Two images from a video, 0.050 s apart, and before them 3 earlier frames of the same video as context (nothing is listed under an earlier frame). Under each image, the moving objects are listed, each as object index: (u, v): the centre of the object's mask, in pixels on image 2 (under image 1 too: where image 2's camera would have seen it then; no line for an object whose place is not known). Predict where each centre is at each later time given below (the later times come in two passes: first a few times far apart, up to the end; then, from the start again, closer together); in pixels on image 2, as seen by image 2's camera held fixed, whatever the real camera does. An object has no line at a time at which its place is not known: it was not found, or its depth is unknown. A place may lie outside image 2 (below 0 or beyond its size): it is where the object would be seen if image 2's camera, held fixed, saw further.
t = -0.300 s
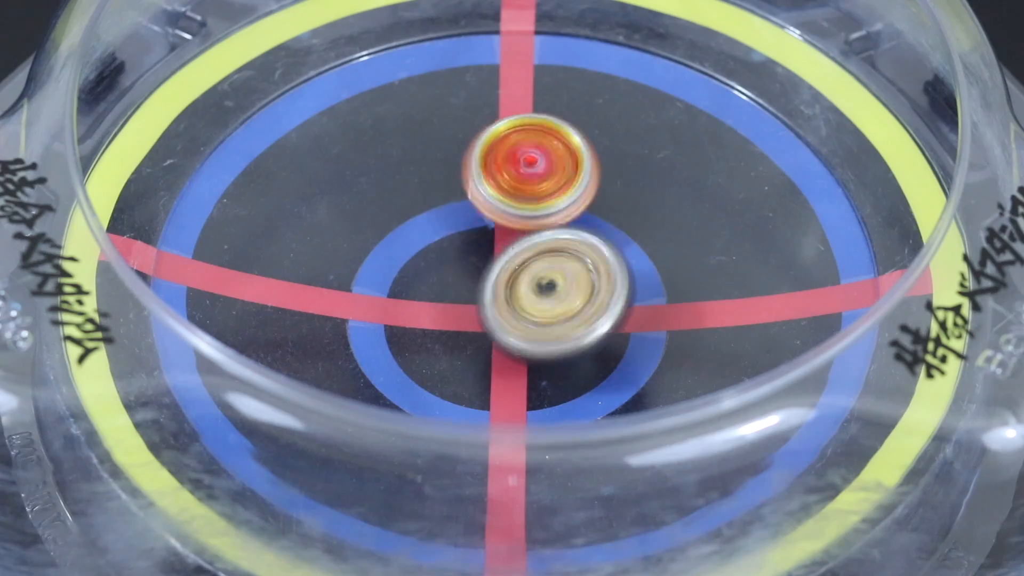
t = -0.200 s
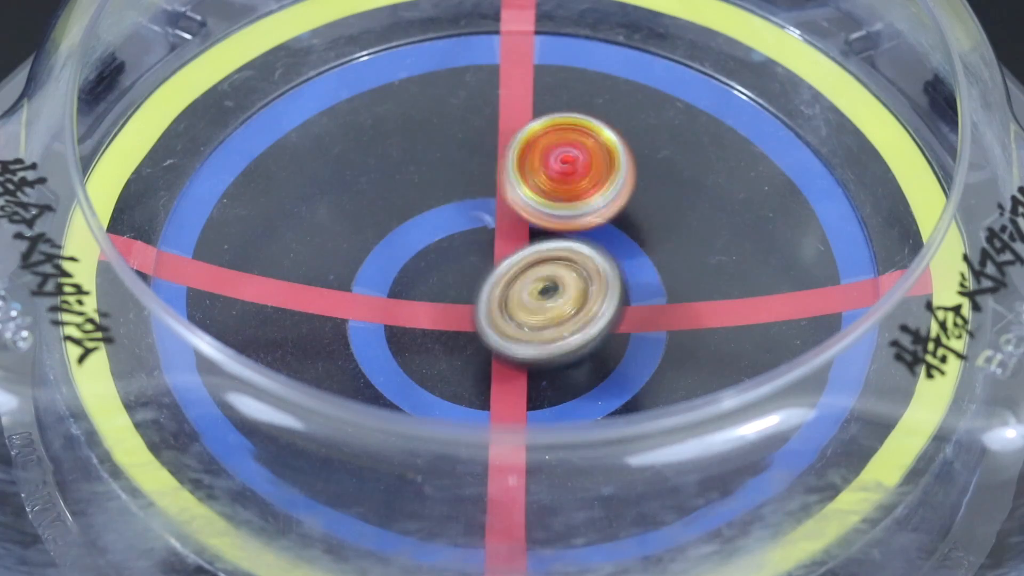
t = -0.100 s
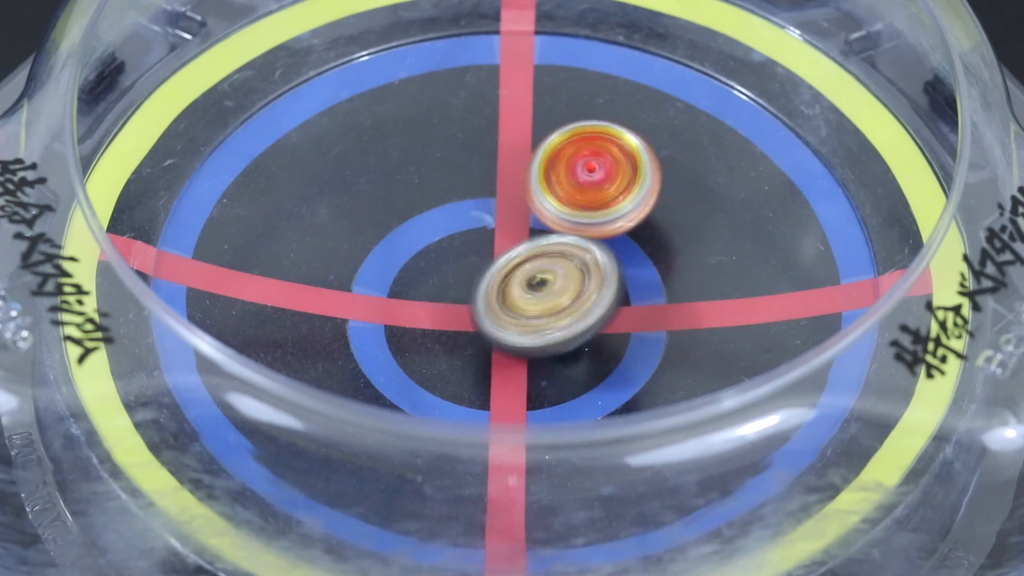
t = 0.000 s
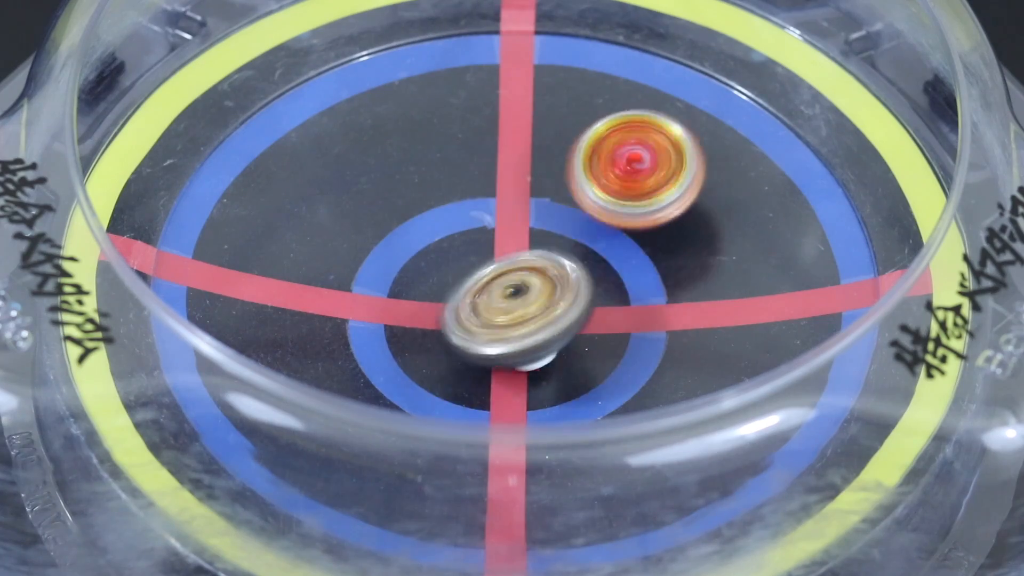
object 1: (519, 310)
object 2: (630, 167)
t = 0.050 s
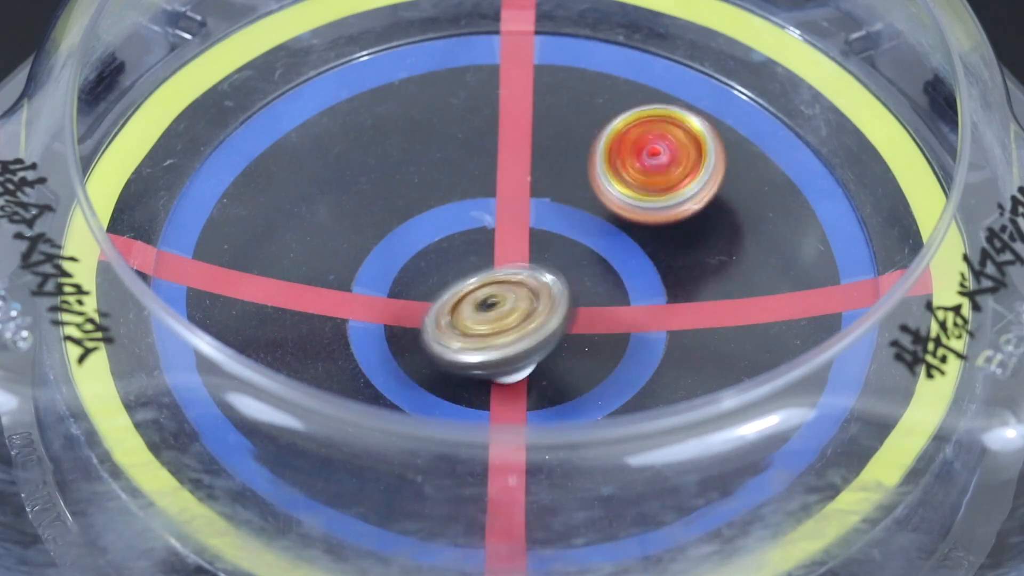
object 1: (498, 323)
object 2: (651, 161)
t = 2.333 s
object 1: (554, 291)
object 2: (456, 190)
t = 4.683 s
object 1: (526, 322)
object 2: (414, 234)
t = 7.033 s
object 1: (557, 257)
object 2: (396, 230)
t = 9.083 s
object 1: (578, 312)
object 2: (400, 309)
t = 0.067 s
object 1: (493, 326)
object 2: (656, 161)
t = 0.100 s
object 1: (482, 332)
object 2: (662, 161)
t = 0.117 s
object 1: (478, 333)
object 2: (664, 161)
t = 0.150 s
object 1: (472, 335)
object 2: (667, 162)
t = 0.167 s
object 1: (469, 335)
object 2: (668, 163)
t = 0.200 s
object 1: (464, 335)
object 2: (669, 166)
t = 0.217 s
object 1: (463, 336)
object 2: (669, 168)
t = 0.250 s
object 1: (459, 335)
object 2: (668, 173)
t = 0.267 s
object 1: (457, 334)
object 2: (668, 176)
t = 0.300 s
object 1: (454, 333)
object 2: (666, 182)
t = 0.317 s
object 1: (453, 333)
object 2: (666, 187)
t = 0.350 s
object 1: (450, 331)
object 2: (664, 193)
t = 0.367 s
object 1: (448, 330)
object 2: (662, 197)
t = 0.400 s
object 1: (447, 330)
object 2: (660, 204)
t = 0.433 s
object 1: (446, 328)
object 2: (655, 211)
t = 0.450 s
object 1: (446, 327)
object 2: (654, 217)
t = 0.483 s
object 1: (446, 326)
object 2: (649, 227)
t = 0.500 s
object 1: (447, 325)
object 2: (647, 231)
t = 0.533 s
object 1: (448, 323)
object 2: (641, 242)
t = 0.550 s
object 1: (449, 322)
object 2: (638, 247)
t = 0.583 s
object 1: (451, 320)
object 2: (632, 257)
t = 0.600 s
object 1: (452, 318)
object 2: (629, 263)
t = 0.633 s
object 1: (454, 315)
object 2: (619, 270)
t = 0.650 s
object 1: (455, 314)
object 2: (616, 276)
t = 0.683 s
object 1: (456, 311)
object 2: (608, 285)
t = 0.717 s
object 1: (456, 307)
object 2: (601, 296)
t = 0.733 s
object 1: (453, 305)
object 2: (603, 303)
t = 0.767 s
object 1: (447, 301)
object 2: (599, 310)
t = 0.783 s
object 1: (445, 298)
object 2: (602, 317)
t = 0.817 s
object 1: (444, 293)
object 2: (597, 325)
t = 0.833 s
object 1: (444, 291)
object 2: (592, 326)
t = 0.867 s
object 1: (445, 287)
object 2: (585, 333)
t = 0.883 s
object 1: (445, 284)
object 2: (583, 337)
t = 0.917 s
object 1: (446, 279)
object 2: (577, 344)
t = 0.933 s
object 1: (447, 277)
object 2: (573, 345)
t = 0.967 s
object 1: (449, 273)
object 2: (566, 351)
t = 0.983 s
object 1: (450, 271)
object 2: (563, 353)
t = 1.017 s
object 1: (454, 267)
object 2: (555, 356)
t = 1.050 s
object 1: (457, 262)
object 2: (547, 361)
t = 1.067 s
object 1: (459, 260)
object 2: (543, 362)
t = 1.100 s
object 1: (463, 257)
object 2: (536, 365)
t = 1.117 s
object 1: (466, 255)
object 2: (531, 365)
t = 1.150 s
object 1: (471, 251)
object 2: (524, 366)
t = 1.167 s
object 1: (473, 249)
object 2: (520, 366)
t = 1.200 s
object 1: (479, 245)
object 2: (513, 366)
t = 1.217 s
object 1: (483, 243)
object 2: (510, 366)
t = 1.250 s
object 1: (489, 240)
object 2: (506, 369)
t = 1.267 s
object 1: (492, 238)
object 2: (499, 365)
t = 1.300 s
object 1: (498, 235)
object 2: (495, 367)
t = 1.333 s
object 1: (504, 232)
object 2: (489, 364)
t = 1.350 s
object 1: (509, 231)
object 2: (481, 360)
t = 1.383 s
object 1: (516, 229)
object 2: (475, 356)
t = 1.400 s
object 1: (519, 228)
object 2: (475, 357)
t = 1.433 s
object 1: (525, 226)
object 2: (469, 353)
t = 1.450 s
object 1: (529, 226)
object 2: (466, 350)
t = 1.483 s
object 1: (536, 225)
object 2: (459, 344)
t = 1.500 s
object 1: (538, 225)
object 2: (455, 339)
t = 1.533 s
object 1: (543, 224)
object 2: (452, 335)
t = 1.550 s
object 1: (547, 225)
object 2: (449, 332)
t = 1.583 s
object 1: (551, 225)
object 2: (445, 326)
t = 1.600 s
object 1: (553, 225)
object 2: (442, 321)
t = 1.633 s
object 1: (556, 226)
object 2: (438, 315)
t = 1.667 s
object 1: (560, 227)
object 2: (434, 308)
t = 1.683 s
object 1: (563, 228)
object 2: (432, 304)
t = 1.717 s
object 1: (566, 230)
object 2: (428, 296)
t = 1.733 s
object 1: (566, 231)
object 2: (427, 292)
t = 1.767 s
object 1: (569, 233)
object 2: (423, 284)
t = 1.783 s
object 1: (570, 234)
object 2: (421, 280)
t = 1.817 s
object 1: (572, 238)
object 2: (418, 271)
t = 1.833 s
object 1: (572, 240)
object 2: (417, 267)
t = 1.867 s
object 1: (573, 242)
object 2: (415, 259)
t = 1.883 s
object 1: (573, 243)
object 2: (415, 255)
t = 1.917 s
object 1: (574, 247)
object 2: (415, 247)
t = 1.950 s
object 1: (574, 249)
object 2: (415, 240)
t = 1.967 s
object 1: (574, 251)
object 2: (415, 236)
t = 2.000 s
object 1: (574, 254)
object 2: (416, 230)
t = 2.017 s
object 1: (574, 255)
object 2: (418, 227)
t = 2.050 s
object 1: (574, 259)
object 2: (419, 221)
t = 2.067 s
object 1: (574, 261)
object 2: (421, 219)
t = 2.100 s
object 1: (574, 264)
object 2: (423, 213)
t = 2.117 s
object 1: (572, 266)
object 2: (425, 211)
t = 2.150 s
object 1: (571, 270)
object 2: (428, 207)
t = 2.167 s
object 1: (571, 272)
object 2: (430, 205)
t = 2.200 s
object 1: (568, 275)
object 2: (434, 201)
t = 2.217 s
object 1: (567, 277)
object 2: (436, 199)
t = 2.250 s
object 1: (565, 281)
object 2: (441, 196)
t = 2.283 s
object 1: (561, 285)
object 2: (446, 193)
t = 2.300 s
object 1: (559, 287)
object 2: (450, 192)
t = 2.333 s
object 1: (554, 291)
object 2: (456, 190)
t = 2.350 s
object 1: (552, 293)
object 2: (461, 188)
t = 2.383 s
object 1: (546, 296)
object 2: (468, 187)
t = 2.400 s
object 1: (543, 298)
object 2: (472, 186)
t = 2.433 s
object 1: (538, 301)
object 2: (479, 185)
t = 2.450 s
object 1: (535, 302)
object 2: (483, 186)
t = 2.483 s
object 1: (528, 305)
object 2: (491, 185)
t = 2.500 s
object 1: (525, 307)
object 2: (496, 186)
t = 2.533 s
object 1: (519, 309)
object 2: (504, 186)
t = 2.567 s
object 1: (512, 311)
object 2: (513, 188)
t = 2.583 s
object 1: (509, 311)
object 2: (517, 188)
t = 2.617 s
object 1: (503, 312)
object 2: (526, 191)
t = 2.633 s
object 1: (499, 312)
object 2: (530, 191)
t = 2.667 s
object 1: (493, 312)
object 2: (533, 192)
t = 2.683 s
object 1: (491, 313)
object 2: (538, 193)
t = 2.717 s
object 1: (486, 312)
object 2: (546, 196)
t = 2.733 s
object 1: (484, 311)
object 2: (551, 198)
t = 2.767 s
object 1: (480, 311)
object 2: (559, 202)
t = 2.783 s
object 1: (477, 310)
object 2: (564, 203)
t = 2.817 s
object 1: (474, 309)
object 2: (571, 207)
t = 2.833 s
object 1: (472, 308)
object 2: (576, 209)
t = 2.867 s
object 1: (470, 306)
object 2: (582, 213)
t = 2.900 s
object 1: (467, 304)
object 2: (590, 217)
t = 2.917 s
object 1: (467, 303)
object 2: (592, 220)
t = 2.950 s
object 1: (465, 301)
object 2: (598, 225)
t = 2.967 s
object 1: (464, 299)
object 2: (603, 229)
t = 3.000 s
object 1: (463, 296)
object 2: (607, 232)
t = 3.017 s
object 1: (462, 296)
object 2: (609, 234)
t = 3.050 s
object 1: (462, 293)
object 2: (617, 242)
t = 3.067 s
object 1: (462, 292)
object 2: (616, 242)
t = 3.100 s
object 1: (461, 288)
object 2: (623, 250)
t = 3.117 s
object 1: (462, 286)
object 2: (624, 252)
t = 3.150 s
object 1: (462, 284)
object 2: (627, 259)
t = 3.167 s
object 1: (462, 282)
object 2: (625, 259)
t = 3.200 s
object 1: (463, 277)
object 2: (626, 265)
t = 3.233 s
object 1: (464, 273)
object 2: (626, 270)
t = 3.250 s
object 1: (464, 271)
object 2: (626, 274)
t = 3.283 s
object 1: (466, 266)
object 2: (625, 279)
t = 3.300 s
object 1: (466, 263)
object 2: (624, 282)
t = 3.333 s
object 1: (469, 258)
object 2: (624, 290)
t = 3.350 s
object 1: (471, 256)
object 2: (620, 290)
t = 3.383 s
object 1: (474, 251)
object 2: (619, 298)
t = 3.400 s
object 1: (476, 248)
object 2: (615, 298)
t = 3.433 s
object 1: (481, 243)
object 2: (613, 306)
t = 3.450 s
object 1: (482, 241)
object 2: (610, 308)
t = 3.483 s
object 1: (487, 237)
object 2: (605, 313)
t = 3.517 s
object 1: (493, 232)
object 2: (596, 315)
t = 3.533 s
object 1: (494, 230)
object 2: (592, 317)
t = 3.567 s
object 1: (500, 227)
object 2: (586, 321)
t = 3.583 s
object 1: (503, 225)
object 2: (582, 323)
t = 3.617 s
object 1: (508, 222)
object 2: (575, 328)
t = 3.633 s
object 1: (511, 221)
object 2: (571, 329)
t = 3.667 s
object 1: (516, 220)
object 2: (563, 332)
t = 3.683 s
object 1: (518, 219)
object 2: (558, 333)
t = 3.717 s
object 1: (523, 218)
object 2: (550, 337)
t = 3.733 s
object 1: (524, 217)
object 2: (545, 338)
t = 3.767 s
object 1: (528, 218)
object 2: (536, 340)
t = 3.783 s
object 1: (531, 217)
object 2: (532, 340)
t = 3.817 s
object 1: (534, 218)
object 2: (524, 341)
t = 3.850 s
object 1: (536, 219)
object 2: (515, 341)
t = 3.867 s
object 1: (538, 219)
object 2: (511, 342)
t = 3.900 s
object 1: (540, 220)
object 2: (503, 341)
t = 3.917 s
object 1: (542, 221)
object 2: (499, 340)
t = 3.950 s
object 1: (544, 222)
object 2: (491, 339)
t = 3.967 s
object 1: (545, 224)
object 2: (490, 342)
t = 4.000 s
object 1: (547, 225)
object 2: (480, 337)
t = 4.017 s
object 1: (547, 226)
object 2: (479, 339)
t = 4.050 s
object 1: (550, 228)
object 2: (472, 336)
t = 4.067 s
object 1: (550, 229)
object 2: (467, 332)
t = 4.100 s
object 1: (553, 232)
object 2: (462, 330)
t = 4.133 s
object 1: (555, 235)
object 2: (455, 326)
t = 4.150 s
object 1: (555, 236)
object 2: (452, 324)
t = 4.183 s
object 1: (558, 240)
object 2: (446, 319)
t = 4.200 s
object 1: (558, 242)
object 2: (443, 316)
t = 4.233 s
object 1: (560, 247)
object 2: (438, 311)
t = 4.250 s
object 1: (561, 250)
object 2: (435, 308)
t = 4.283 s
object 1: (563, 255)
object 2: (429, 303)
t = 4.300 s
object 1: (564, 258)
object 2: (425, 300)
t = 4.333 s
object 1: (567, 264)
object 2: (419, 294)
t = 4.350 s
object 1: (567, 267)
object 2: (417, 291)
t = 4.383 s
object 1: (566, 274)
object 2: (413, 285)
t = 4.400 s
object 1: (566, 277)
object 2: (411, 283)
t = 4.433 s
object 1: (563, 283)
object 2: (408, 276)
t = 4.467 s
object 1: (561, 289)
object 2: (407, 271)
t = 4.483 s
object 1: (559, 292)
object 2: (406, 267)
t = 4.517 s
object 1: (554, 299)
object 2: (405, 262)
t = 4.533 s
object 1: (552, 302)
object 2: (405, 259)
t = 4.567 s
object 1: (546, 307)
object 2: (406, 254)
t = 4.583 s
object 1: (543, 310)
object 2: (406, 250)
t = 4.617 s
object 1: (537, 315)
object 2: (408, 244)
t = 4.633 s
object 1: (534, 317)
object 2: (409, 242)
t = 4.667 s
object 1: (529, 320)
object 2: (412, 236)
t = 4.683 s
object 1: (526, 322)
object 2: (414, 234)
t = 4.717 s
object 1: (520, 325)
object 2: (418, 229)
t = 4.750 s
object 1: (515, 326)
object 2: (422, 224)
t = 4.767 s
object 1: (512, 327)
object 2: (424, 221)
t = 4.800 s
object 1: (507, 327)
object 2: (429, 217)
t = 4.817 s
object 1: (506, 326)
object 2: (431, 214)
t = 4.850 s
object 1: (501, 325)
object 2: (437, 210)
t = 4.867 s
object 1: (498, 325)
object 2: (440, 208)
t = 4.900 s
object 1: (494, 324)
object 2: (446, 205)
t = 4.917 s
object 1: (492, 323)
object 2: (449, 203)
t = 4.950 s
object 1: (489, 322)
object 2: (456, 201)
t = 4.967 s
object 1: (488, 319)
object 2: (460, 200)
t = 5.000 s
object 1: (485, 317)
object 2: (467, 198)
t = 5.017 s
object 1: (485, 315)
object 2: (472, 198)
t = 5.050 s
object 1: (484, 312)
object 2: (479, 197)
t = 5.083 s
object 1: (479, 312)
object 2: (489, 193)
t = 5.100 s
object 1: (476, 313)
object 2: (495, 189)
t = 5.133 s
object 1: (469, 313)
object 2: (506, 182)
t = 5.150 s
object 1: (468, 313)
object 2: (511, 181)
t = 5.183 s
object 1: (464, 310)
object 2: (521, 177)
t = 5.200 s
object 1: (464, 308)
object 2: (525, 177)
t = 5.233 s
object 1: (462, 304)
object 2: (533, 176)
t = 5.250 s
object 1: (462, 302)
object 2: (533, 174)
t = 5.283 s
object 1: (461, 297)
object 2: (543, 175)
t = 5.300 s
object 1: (461, 294)
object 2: (547, 176)
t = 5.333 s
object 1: (460, 288)
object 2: (550, 175)
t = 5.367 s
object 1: (461, 281)
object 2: (555, 177)
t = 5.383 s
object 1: (461, 278)
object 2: (560, 178)
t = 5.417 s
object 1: (462, 270)
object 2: (566, 181)
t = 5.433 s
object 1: (464, 265)
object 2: (570, 183)
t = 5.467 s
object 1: (465, 258)
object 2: (578, 186)
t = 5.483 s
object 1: (462, 252)
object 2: (584, 186)
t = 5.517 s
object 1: (461, 244)
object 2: (593, 190)
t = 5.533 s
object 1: (460, 239)
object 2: (596, 191)
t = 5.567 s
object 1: (462, 231)
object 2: (603, 196)
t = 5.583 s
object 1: (464, 227)
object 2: (604, 199)
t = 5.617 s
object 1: (467, 222)
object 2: (613, 205)
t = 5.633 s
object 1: (470, 220)
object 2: (612, 207)
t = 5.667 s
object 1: (476, 215)
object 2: (618, 213)
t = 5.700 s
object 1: (481, 214)
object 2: (620, 217)
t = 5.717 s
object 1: (483, 212)
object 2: (626, 222)
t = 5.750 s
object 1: (486, 210)
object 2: (631, 226)
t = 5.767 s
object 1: (489, 209)
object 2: (637, 232)
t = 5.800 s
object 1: (494, 209)
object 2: (638, 237)
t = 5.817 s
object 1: (497, 209)
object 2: (640, 241)
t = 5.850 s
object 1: (504, 211)
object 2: (642, 249)
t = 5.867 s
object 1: (506, 211)
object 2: (642, 253)
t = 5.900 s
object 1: (513, 213)
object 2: (642, 261)
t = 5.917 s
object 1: (511, 211)
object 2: (644, 267)
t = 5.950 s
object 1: (511, 205)
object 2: (655, 284)
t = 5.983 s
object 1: (513, 201)
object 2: (661, 298)
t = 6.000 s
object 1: (516, 200)
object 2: (661, 304)
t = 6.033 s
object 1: (520, 203)
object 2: (662, 313)
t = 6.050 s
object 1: (521, 204)
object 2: (662, 317)
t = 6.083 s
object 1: (525, 209)
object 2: (660, 324)
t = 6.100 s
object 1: (527, 211)
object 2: (659, 327)
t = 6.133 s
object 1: (533, 217)
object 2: (656, 332)
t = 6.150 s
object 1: (535, 221)
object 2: (655, 335)
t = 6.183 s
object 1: (542, 228)
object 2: (650, 340)
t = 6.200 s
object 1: (544, 234)
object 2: (647, 342)
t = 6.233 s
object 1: (550, 242)
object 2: (642, 348)
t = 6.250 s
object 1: (554, 248)
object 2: (637, 350)
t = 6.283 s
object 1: (559, 259)
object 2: (629, 354)
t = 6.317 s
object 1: (567, 268)
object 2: (621, 358)
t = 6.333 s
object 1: (566, 266)
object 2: (621, 366)
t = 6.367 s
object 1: (563, 263)
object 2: (606, 371)
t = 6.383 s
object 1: (565, 261)
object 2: (598, 374)
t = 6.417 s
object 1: (561, 258)
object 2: (586, 376)
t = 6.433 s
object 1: (560, 257)
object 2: (580, 376)
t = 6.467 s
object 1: (562, 255)
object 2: (568, 379)
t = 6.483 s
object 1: (564, 256)
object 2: (558, 378)
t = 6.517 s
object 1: (567, 255)
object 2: (543, 377)
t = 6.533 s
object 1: (566, 255)
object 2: (536, 375)
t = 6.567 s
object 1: (565, 254)
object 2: (521, 371)
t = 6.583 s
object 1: (568, 255)
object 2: (514, 369)
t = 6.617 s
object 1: (568, 255)
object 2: (499, 362)
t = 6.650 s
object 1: (571, 255)
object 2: (484, 354)
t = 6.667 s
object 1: (571, 255)
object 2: (477, 351)
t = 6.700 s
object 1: (570, 255)
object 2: (465, 342)
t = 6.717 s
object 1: (572, 256)
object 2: (459, 337)
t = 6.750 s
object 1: (571, 256)
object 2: (448, 326)
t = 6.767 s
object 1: (569, 256)
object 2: (442, 320)
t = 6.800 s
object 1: (571, 258)
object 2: (432, 309)
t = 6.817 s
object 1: (570, 258)
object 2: (428, 305)
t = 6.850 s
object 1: (570, 258)
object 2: (419, 293)
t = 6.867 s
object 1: (568, 259)
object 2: (415, 287)
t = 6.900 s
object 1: (564, 258)
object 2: (408, 275)
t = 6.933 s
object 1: (564, 260)
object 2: (403, 263)
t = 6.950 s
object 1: (563, 259)
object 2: (401, 257)
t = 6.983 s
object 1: (562, 257)
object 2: (398, 245)
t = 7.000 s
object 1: (561, 259)
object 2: (397, 241)
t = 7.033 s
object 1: (557, 257)
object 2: (396, 230)
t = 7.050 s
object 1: (559, 255)
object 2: (396, 225)
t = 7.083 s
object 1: (556, 255)
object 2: (397, 215)
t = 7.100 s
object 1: (555, 254)
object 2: (398, 210)
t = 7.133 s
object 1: (556, 254)
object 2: (401, 202)
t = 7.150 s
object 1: (556, 253)
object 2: (403, 198)
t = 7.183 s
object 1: (557, 251)
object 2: (407, 191)
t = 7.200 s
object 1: (556, 252)
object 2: (410, 186)
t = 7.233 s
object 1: (555, 250)
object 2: (415, 180)
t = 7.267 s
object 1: (557, 250)
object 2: (422, 174)
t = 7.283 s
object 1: (557, 249)
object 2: (427, 171)
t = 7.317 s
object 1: (558, 248)
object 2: (434, 166)
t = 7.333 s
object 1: (558, 248)
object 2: (439, 164)
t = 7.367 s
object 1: (558, 248)
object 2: (448, 161)
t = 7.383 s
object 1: (560, 248)
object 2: (452, 159)
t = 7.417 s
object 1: (561, 249)
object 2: (463, 156)
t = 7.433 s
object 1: (561, 248)
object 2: (468, 155)
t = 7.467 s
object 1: (564, 249)
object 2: (479, 153)
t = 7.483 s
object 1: (563, 250)
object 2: (485, 153)
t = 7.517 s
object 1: (565, 253)
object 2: (495, 152)
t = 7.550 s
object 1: (562, 255)
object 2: (506, 150)
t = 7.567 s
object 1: (562, 255)
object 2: (511, 149)
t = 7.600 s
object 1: (560, 261)
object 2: (524, 148)
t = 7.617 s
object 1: (557, 262)
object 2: (531, 148)
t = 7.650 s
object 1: (554, 262)
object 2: (543, 148)
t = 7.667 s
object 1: (553, 262)
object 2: (548, 149)
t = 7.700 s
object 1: (549, 260)
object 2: (559, 151)
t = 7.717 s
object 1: (547, 263)
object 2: (561, 150)
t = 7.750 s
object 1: (541, 267)
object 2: (574, 154)
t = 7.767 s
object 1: (540, 268)
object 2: (580, 156)
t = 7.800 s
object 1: (533, 274)
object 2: (593, 158)
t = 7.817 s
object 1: (525, 278)
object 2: (602, 158)
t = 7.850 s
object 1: (515, 287)
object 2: (614, 162)
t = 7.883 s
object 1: (506, 291)
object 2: (623, 168)
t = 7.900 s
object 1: (500, 293)
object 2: (625, 171)
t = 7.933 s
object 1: (491, 296)
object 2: (629, 180)
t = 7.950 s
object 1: (487, 296)
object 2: (630, 186)
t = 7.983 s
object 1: (476, 297)
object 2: (630, 196)
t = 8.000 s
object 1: (472, 296)
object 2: (629, 200)
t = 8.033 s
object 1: (466, 295)
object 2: (627, 212)
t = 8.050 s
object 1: (462, 293)
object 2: (627, 220)
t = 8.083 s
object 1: (457, 291)
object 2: (620, 230)
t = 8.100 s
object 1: (457, 290)
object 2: (619, 234)
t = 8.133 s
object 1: (452, 285)
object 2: (613, 246)
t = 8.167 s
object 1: (452, 282)
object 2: (606, 259)
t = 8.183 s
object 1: (451, 279)
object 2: (601, 267)
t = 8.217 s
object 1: (450, 274)
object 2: (593, 280)
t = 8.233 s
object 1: (451, 272)
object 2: (589, 284)
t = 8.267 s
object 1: (445, 264)
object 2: (593, 300)
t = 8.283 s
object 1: (441, 260)
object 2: (591, 305)
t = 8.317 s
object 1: (435, 250)
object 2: (596, 321)
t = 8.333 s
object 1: (434, 247)
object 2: (593, 327)
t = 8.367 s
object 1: (436, 238)
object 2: (588, 340)
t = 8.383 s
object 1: (437, 234)
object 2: (584, 347)
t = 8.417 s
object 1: (442, 228)
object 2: (577, 358)
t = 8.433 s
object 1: (445, 224)
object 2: (572, 362)
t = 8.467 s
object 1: (453, 219)
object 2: (560, 370)
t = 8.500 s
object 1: (462, 215)
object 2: (548, 377)
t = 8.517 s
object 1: (466, 213)
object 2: (542, 380)
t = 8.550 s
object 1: (477, 212)
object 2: (527, 382)
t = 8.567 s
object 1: (482, 209)
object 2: (520, 383)
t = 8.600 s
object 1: (495, 210)
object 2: (509, 385)
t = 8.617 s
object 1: (501, 209)
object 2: (504, 387)
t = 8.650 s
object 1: (514, 211)
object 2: (492, 387)
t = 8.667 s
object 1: (522, 211)
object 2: (486, 387)
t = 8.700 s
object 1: (534, 215)
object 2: (474, 386)
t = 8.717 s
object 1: (540, 217)
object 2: (468, 385)
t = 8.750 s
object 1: (553, 221)
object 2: (457, 383)
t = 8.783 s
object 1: (564, 228)
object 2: (449, 382)
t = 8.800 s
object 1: (569, 232)
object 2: (444, 380)
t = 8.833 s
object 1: (578, 238)
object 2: (434, 376)
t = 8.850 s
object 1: (582, 244)
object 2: (430, 374)
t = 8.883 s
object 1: (588, 253)
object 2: (422, 368)
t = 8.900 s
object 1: (591, 258)
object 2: (419, 365)
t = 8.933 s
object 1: (592, 266)
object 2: (412, 358)
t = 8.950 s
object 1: (594, 273)
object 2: (409, 353)
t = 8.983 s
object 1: (594, 282)
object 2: (405, 343)
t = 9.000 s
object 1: (592, 288)
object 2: (404, 338)
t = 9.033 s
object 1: (589, 297)
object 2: (402, 327)
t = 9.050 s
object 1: (585, 302)
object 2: (401, 322)
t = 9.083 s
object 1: (578, 312)
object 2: (400, 309)
